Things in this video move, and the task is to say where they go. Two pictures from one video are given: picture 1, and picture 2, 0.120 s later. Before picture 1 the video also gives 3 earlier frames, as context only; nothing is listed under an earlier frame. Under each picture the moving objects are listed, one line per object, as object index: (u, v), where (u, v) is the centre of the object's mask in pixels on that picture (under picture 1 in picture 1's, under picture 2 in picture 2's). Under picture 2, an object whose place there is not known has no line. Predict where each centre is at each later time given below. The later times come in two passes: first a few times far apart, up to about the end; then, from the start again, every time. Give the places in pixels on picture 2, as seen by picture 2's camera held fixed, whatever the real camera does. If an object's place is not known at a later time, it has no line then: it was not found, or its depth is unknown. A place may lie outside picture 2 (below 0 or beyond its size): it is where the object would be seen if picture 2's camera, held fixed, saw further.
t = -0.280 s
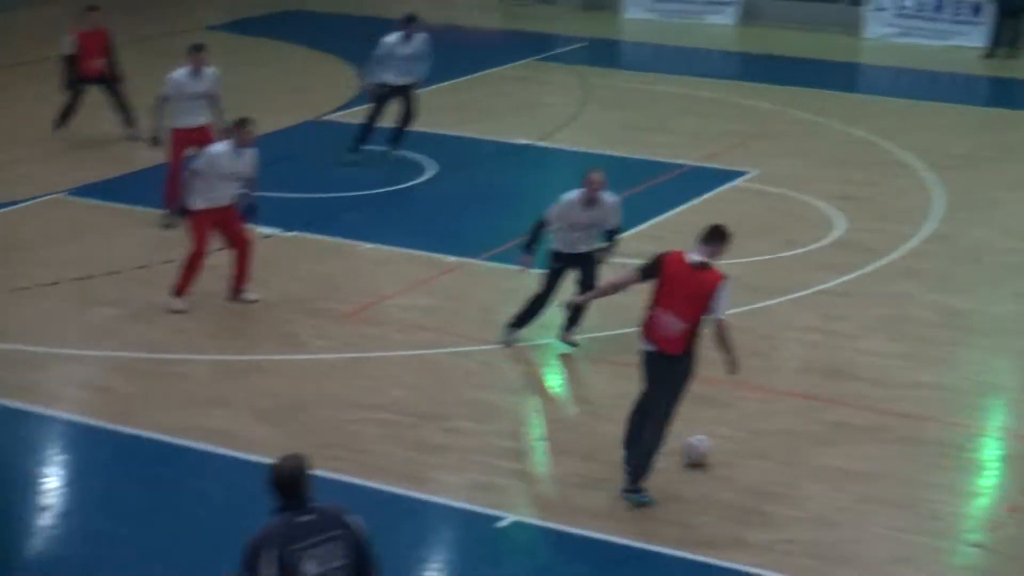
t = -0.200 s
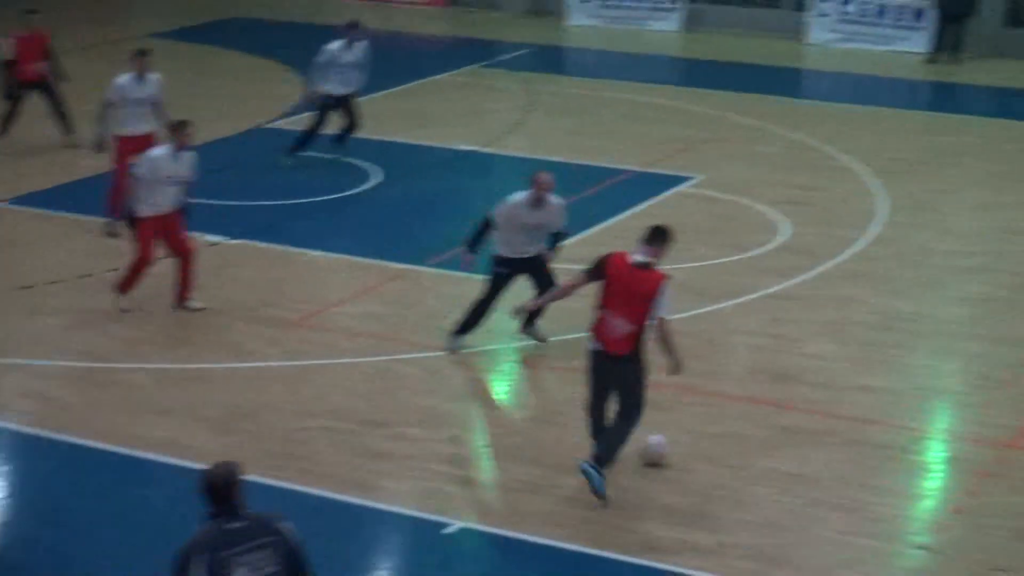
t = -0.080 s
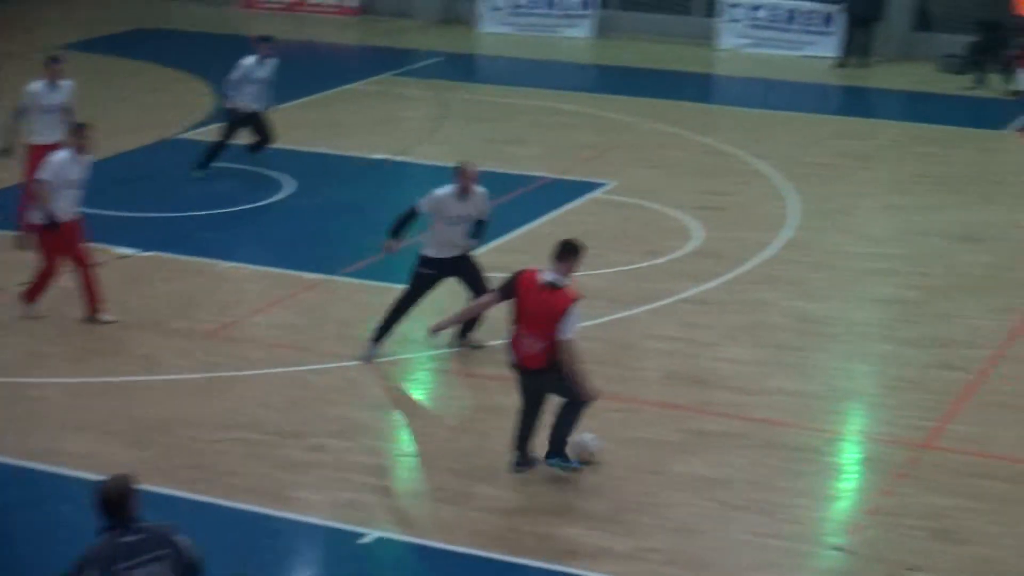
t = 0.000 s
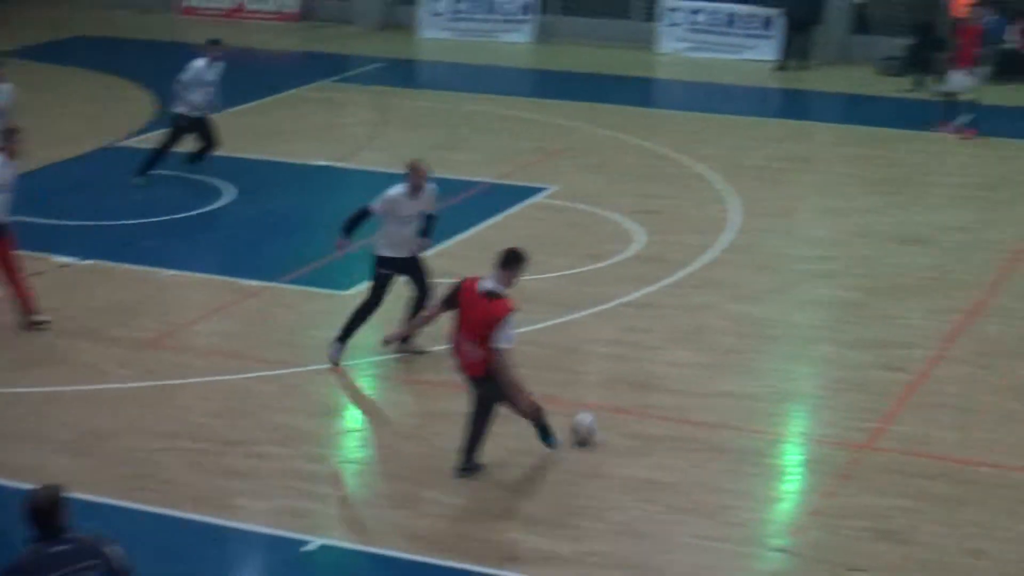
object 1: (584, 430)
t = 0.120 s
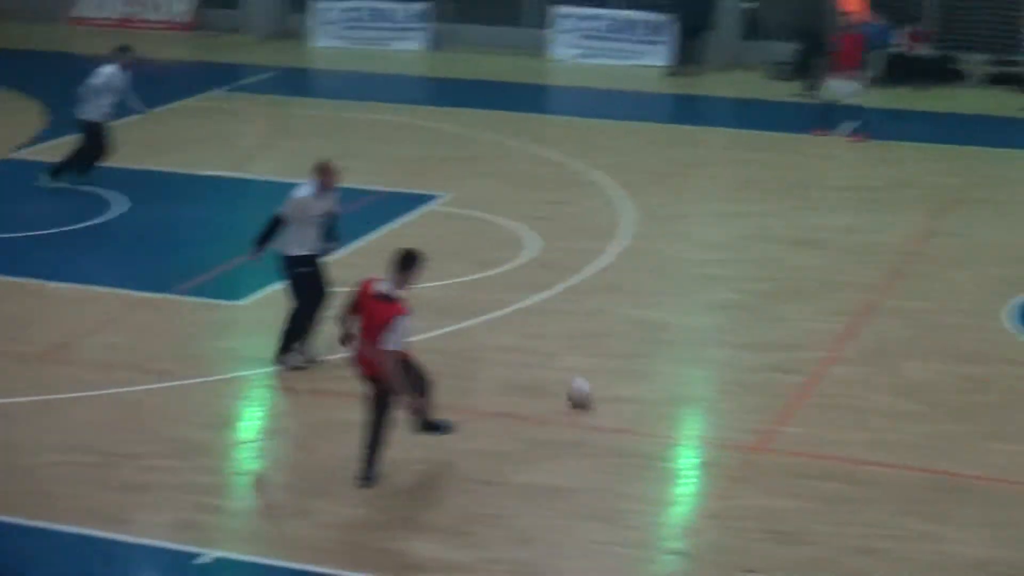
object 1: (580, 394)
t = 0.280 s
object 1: (684, 350)
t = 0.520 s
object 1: (802, 301)
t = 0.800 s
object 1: (903, 259)
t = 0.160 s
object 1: (608, 382)
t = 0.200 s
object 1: (635, 371)
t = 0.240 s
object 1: (660, 358)
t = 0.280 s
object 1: (684, 350)
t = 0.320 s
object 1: (707, 339)
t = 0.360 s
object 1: (727, 331)
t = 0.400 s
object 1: (747, 323)
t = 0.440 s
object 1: (767, 315)
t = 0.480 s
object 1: (785, 308)
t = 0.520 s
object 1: (802, 301)
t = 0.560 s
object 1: (818, 295)
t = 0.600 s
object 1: (833, 287)
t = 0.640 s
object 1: (848, 281)
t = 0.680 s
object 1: (863, 275)
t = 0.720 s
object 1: (877, 269)
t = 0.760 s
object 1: (890, 263)
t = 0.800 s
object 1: (903, 259)
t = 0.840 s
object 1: (917, 253)
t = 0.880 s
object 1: (931, 248)
